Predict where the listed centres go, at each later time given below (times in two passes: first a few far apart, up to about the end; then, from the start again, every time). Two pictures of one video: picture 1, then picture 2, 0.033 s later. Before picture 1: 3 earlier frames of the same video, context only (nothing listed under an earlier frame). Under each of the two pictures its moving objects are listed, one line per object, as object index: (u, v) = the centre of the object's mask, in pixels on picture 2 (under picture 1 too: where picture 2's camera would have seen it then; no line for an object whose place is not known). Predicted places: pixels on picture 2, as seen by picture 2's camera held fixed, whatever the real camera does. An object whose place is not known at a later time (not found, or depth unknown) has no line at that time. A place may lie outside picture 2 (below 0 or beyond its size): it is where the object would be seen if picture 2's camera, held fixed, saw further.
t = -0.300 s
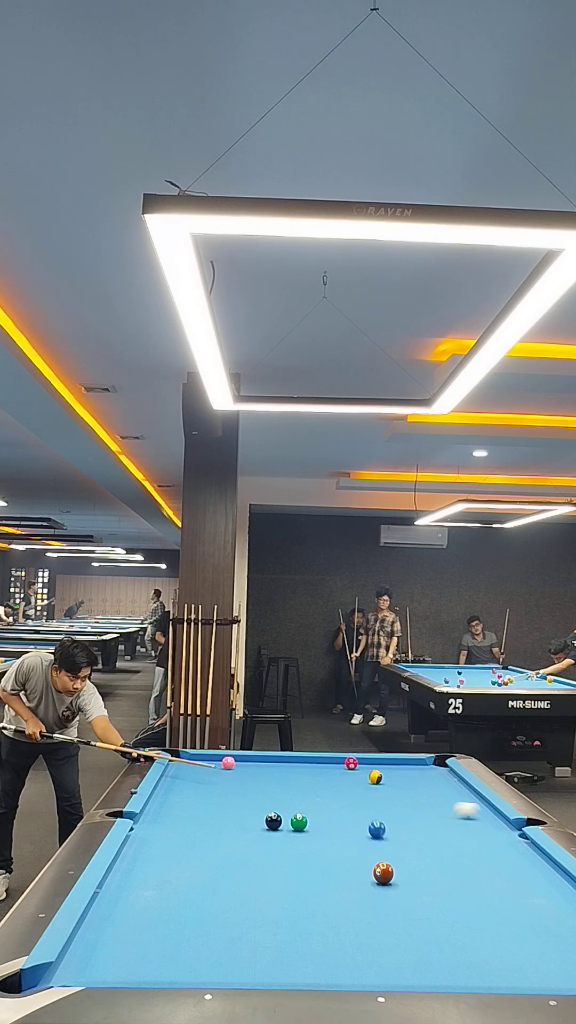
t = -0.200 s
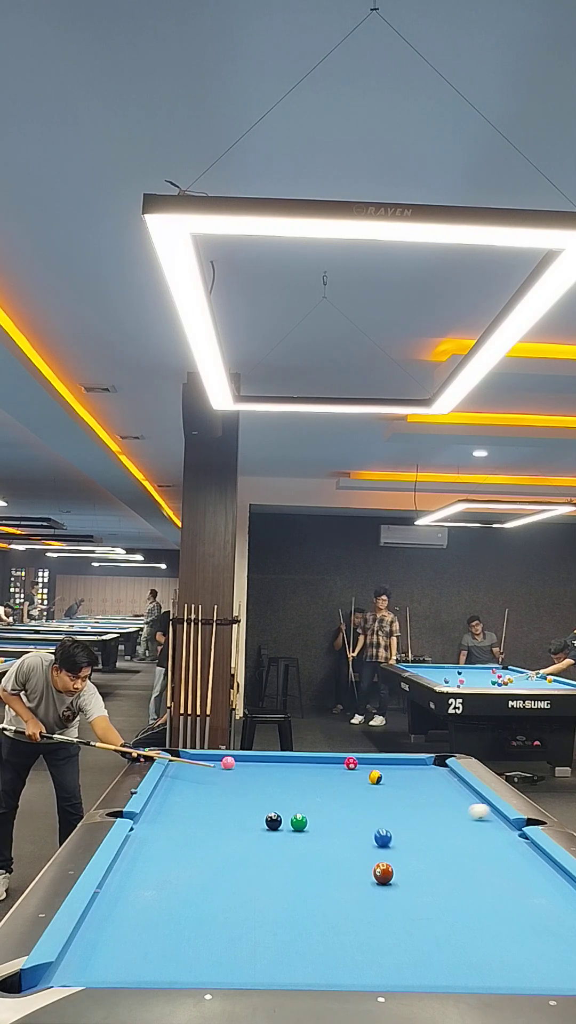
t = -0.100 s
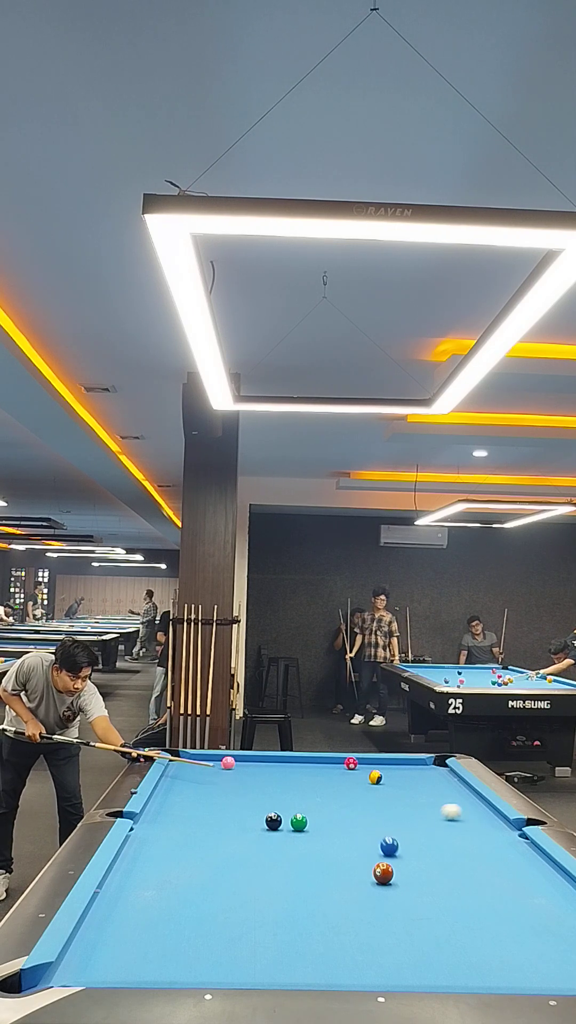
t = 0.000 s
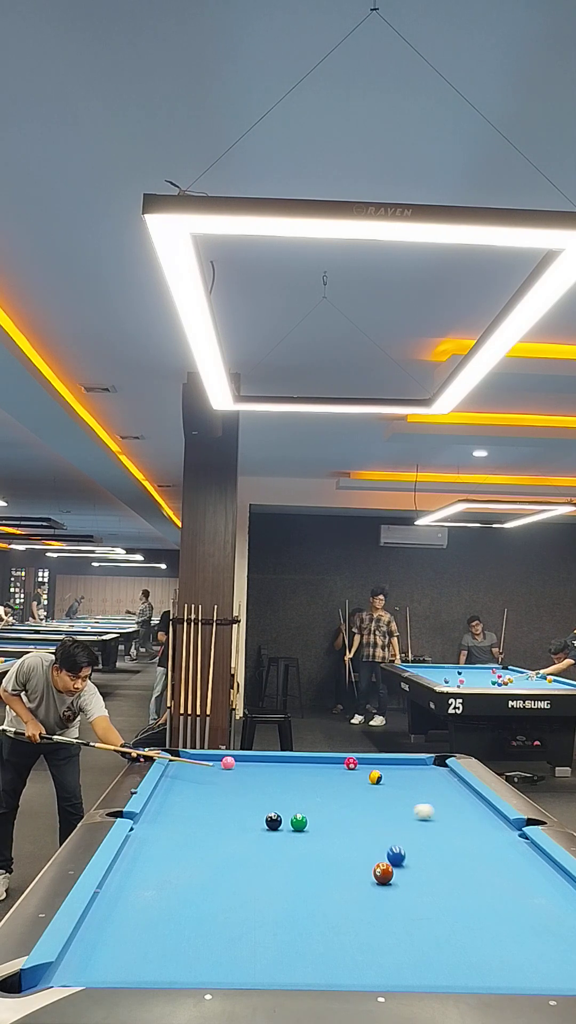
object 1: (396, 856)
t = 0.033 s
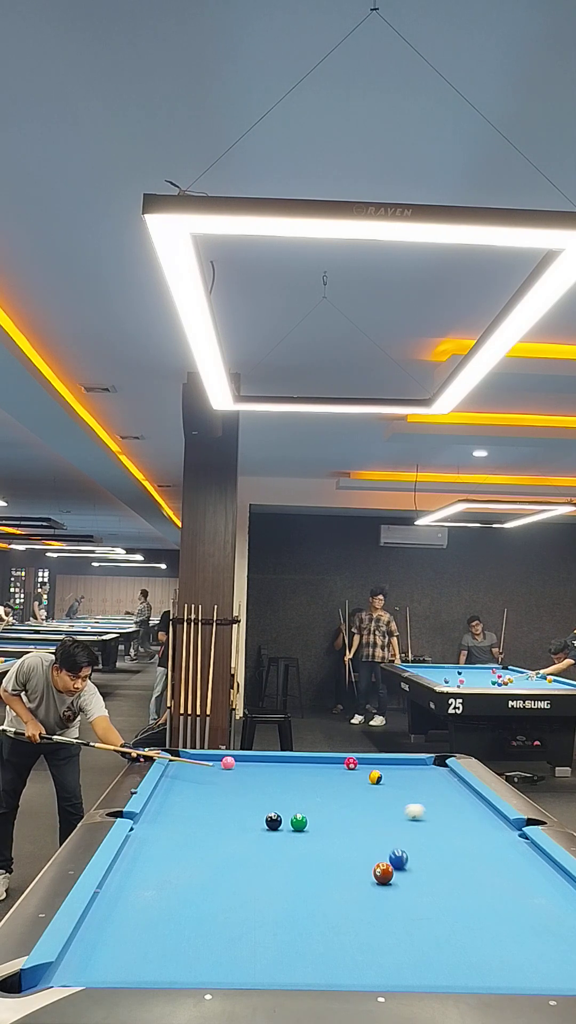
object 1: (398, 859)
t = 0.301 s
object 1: (419, 889)
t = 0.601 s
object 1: (448, 929)
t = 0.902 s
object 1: (484, 976)
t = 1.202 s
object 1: (475, 955)
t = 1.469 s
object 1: (465, 932)
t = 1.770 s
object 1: (455, 911)
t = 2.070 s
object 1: (446, 893)
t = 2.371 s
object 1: (439, 878)
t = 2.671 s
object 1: (432, 866)
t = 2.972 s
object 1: (425, 855)
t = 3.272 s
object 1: (418, 846)
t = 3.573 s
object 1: (411, 838)
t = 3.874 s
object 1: (405, 831)
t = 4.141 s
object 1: (400, 825)
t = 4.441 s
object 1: (395, 820)
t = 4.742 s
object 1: (392, 815)
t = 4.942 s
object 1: (391, 812)
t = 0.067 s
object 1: (401, 863)
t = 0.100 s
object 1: (403, 866)
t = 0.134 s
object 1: (406, 869)
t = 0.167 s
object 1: (408, 873)
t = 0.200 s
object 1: (411, 877)
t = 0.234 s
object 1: (414, 881)
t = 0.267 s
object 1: (417, 884)
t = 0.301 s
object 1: (419, 889)
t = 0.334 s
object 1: (422, 892)
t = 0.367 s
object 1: (425, 897)
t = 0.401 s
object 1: (428, 901)
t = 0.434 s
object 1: (431, 905)
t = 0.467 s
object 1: (435, 910)
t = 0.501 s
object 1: (438, 915)
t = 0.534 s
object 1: (441, 920)
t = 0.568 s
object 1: (444, 924)
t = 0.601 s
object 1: (448, 929)
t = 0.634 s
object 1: (451, 934)
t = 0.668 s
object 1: (455, 940)
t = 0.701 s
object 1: (459, 946)
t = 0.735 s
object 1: (463, 951)
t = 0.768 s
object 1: (467, 957)
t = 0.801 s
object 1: (471, 963)
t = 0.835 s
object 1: (476, 969)
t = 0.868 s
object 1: (480, 973)
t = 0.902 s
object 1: (484, 976)
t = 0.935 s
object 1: (486, 977)
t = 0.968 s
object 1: (484, 975)
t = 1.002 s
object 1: (483, 973)
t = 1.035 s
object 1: (481, 971)
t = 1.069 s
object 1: (480, 968)
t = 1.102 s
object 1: (479, 965)
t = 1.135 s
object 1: (477, 962)
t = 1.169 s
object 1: (476, 958)
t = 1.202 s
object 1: (475, 955)
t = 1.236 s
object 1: (473, 952)
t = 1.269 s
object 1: (472, 949)
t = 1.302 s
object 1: (471, 946)
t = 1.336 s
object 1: (469, 943)
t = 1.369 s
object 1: (468, 941)
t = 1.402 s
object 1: (467, 938)
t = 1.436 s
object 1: (466, 935)
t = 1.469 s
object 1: (465, 932)
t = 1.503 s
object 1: (464, 930)
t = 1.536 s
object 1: (463, 927)
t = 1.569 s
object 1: (461, 925)
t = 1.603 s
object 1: (460, 922)
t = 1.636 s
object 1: (459, 920)
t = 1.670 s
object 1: (458, 918)
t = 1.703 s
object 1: (457, 916)
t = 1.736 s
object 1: (456, 913)
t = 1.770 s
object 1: (455, 911)
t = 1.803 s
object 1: (454, 909)
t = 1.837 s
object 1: (453, 907)
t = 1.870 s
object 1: (452, 905)
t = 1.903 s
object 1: (451, 903)
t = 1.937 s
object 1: (450, 901)
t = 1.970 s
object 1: (449, 899)
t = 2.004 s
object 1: (448, 897)
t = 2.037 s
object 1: (447, 895)
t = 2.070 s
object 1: (446, 893)
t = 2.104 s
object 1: (445, 892)
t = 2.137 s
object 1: (445, 890)
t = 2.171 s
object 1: (444, 888)
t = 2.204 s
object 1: (443, 886)
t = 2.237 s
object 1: (442, 885)
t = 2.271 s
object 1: (441, 883)
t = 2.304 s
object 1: (440, 881)
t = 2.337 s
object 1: (440, 880)
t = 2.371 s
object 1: (439, 878)
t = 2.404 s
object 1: (438, 877)
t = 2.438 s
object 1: (437, 875)
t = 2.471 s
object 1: (436, 874)
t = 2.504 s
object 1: (436, 872)
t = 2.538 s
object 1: (435, 871)
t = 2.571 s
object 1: (434, 870)
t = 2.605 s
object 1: (433, 868)
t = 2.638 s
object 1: (433, 867)
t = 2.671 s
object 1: (432, 866)
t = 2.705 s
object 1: (431, 865)
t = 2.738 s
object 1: (430, 863)
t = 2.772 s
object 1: (429, 862)
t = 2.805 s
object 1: (429, 861)
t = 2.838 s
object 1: (428, 860)
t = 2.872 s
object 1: (427, 858)
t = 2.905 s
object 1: (426, 857)
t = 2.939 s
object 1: (425, 856)
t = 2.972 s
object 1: (425, 855)
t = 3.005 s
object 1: (424, 854)
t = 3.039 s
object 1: (423, 853)
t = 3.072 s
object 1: (422, 852)
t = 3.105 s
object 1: (421, 851)
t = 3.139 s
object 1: (421, 850)
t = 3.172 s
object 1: (420, 849)
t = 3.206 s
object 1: (419, 848)
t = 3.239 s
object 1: (418, 847)
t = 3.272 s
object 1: (418, 846)
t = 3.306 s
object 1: (417, 845)
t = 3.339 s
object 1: (416, 844)
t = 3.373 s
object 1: (415, 843)
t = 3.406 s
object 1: (415, 842)
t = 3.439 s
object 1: (414, 841)
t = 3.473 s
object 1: (413, 840)
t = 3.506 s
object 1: (413, 839)
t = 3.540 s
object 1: (412, 839)
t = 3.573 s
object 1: (411, 838)
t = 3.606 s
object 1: (411, 837)
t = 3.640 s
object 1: (410, 836)
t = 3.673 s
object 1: (409, 835)
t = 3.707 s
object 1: (408, 835)
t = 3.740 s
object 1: (408, 834)
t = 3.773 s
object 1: (407, 833)
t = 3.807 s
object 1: (406, 832)
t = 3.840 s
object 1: (406, 832)
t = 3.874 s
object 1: (405, 831)
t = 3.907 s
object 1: (405, 830)
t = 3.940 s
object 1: (404, 829)
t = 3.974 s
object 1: (403, 829)
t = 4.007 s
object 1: (403, 828)
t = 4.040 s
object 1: (402, 827)
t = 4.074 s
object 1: (402, 827)
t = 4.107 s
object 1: (401, 826)
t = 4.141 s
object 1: (400, 825)
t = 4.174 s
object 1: (400, 825)
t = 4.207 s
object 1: (399, 824)
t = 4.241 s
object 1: (398, 823)
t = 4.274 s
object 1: (398, 823)
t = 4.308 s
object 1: (397, 822)
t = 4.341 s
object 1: (397, 822)
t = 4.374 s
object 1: (396, 821)
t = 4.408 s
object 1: (396, 820)
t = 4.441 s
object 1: (395, 820)
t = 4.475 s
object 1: (395, 819)
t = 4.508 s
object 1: (395, 819)
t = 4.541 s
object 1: (394, 818)
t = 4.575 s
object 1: (394, 818)
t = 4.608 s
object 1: (393, 817)
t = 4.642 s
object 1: (393, 817)
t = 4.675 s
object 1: (393, 816)
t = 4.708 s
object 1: (392, 816)
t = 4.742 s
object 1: (392, 815)
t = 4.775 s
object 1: (392, 815)
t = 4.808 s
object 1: (392, 814)
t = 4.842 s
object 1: (391, 814)
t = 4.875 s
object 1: (391, 813)
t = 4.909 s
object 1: (391, 813)
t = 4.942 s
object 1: (391, 812)
